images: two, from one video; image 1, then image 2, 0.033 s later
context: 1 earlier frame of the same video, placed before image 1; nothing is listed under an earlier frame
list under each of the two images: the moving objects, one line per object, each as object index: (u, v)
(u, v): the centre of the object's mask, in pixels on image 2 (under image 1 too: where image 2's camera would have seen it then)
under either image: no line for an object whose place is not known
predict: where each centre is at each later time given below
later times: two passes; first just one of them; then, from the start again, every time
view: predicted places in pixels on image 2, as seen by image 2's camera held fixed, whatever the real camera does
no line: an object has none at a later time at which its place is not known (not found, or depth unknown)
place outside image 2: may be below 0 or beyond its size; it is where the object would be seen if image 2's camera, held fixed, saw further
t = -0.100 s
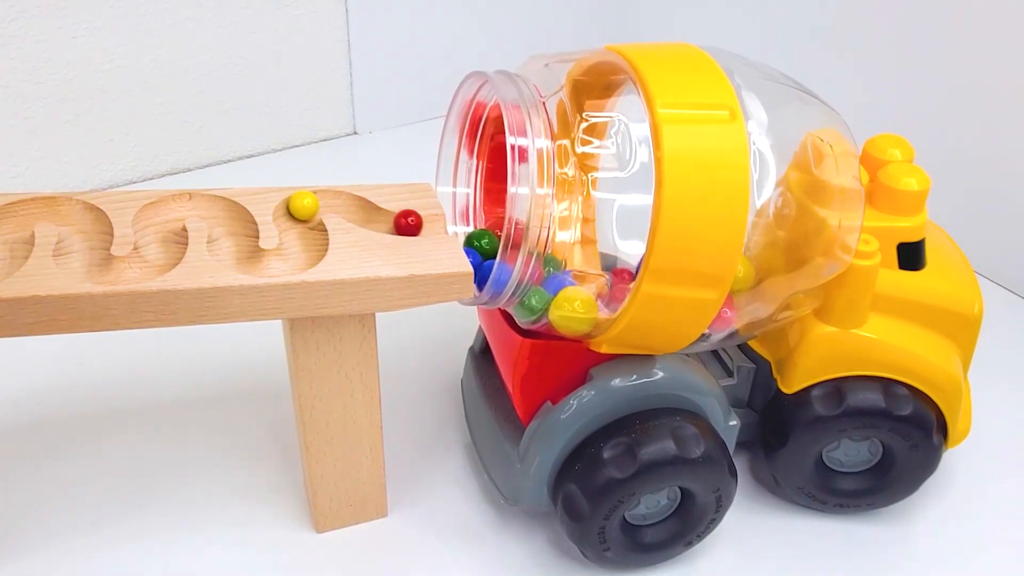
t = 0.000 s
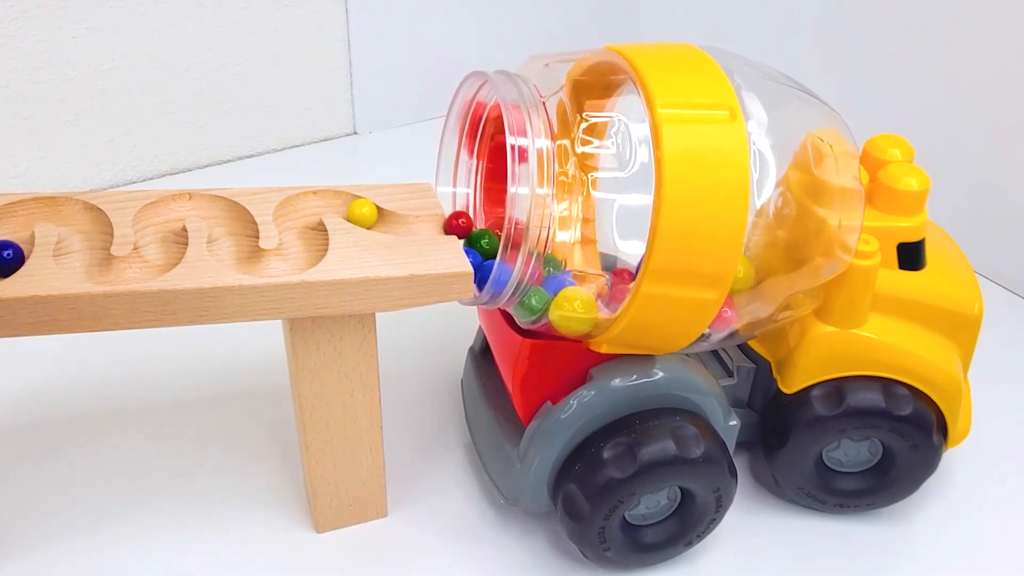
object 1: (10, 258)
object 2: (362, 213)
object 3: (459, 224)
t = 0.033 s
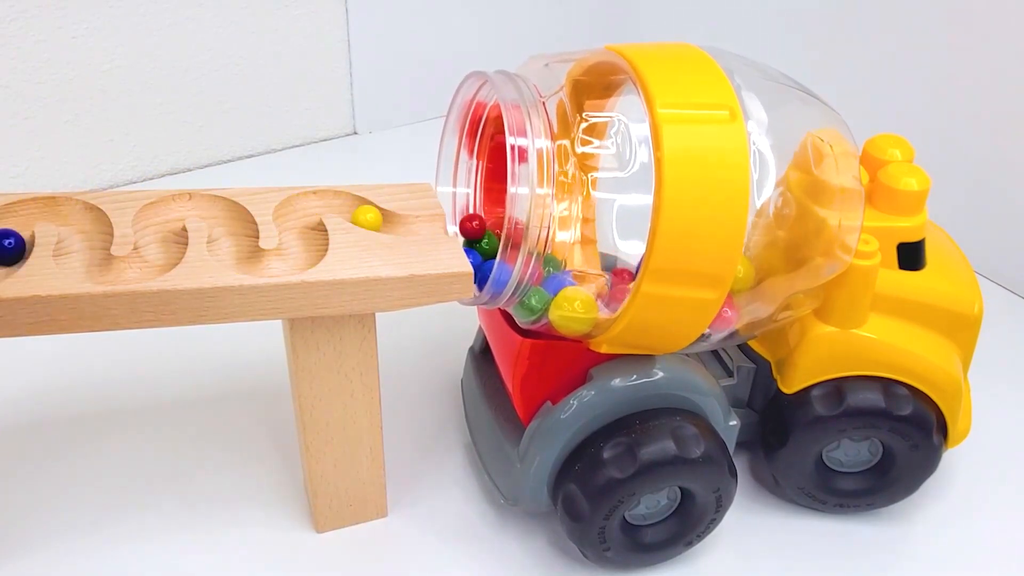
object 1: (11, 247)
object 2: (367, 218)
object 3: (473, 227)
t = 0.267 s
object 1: (86, 245)
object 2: (473, 230)
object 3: (564, 243)
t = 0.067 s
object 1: (11, 236)
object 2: (376, 220)
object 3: (480, 221)
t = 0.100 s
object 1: (17, 215)
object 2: (400, 221)
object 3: (496, 222)
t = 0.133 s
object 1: (34, 211)
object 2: (412, 224)
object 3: (500, 219)
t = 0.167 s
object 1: (58, 211)
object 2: (422, 224)
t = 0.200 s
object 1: (79, 212)
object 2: (432, 223)
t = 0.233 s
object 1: (88, 221)
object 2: (442, 220)
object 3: (551, 242)
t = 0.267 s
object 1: (86, 245)
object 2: (473, 230)
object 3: (564, 243)
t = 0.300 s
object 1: (84, 255)
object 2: (488, 229)
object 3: (579, 254)
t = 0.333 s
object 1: (82, 264)
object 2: (501, 236)
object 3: (599, 264)
